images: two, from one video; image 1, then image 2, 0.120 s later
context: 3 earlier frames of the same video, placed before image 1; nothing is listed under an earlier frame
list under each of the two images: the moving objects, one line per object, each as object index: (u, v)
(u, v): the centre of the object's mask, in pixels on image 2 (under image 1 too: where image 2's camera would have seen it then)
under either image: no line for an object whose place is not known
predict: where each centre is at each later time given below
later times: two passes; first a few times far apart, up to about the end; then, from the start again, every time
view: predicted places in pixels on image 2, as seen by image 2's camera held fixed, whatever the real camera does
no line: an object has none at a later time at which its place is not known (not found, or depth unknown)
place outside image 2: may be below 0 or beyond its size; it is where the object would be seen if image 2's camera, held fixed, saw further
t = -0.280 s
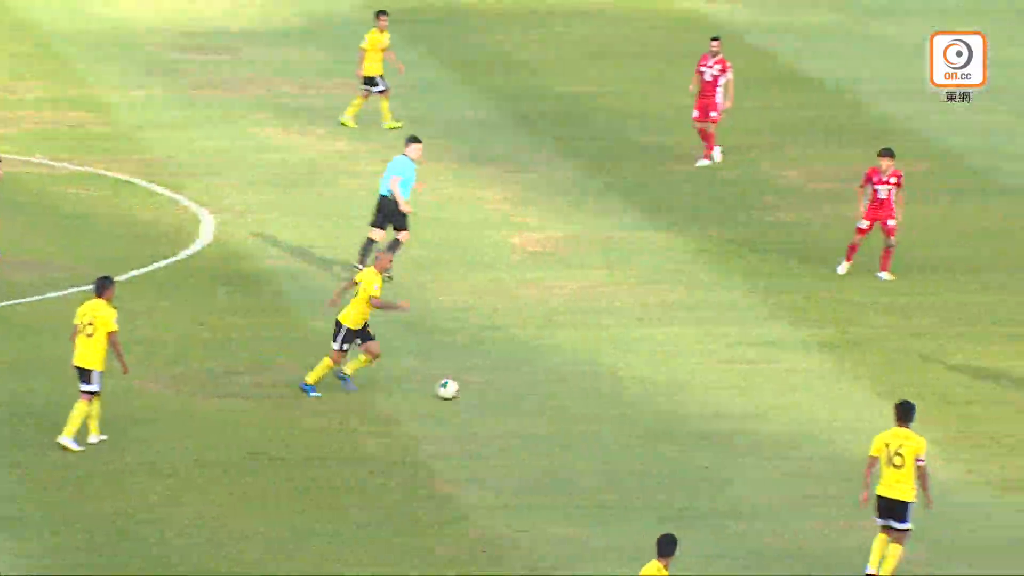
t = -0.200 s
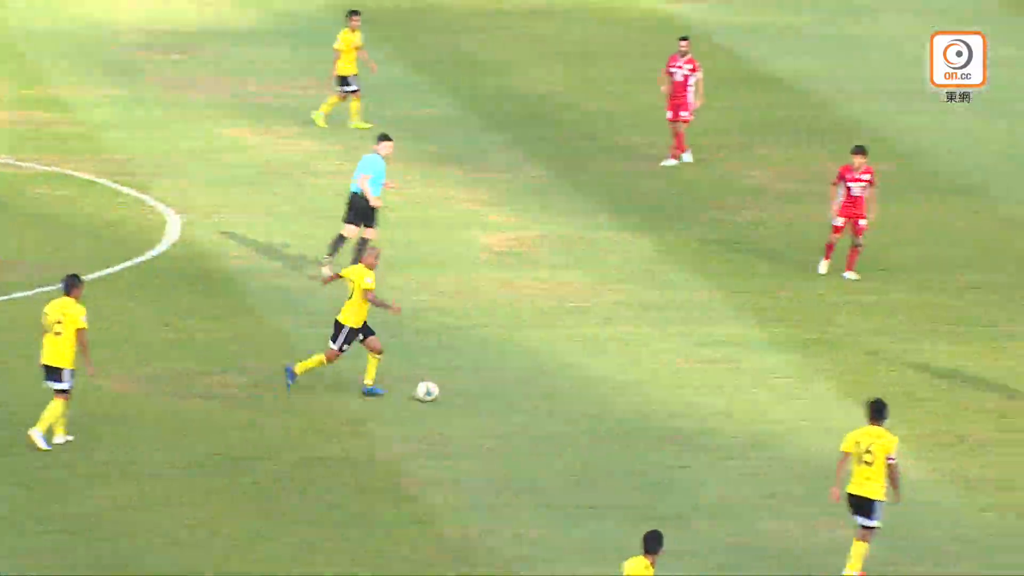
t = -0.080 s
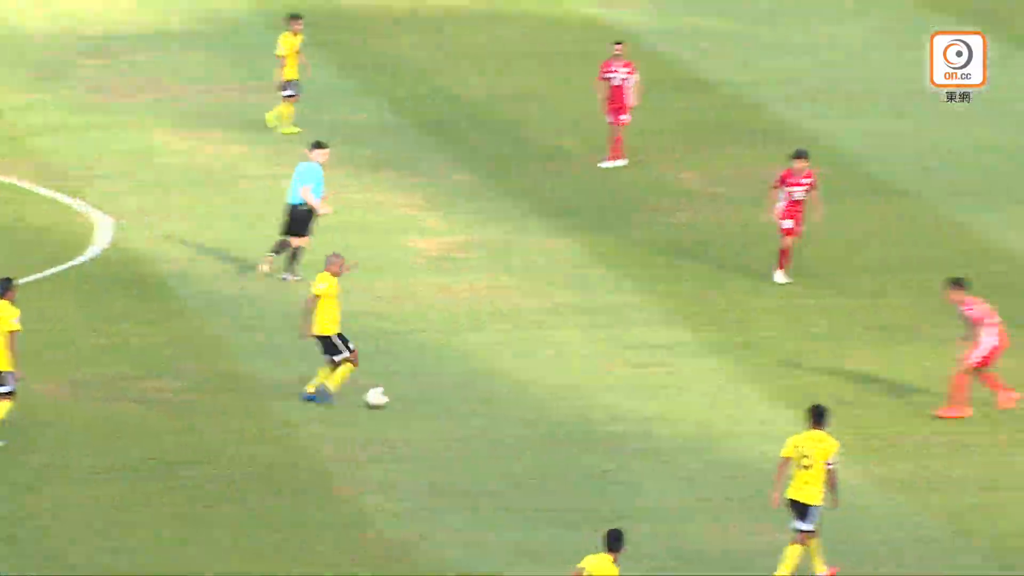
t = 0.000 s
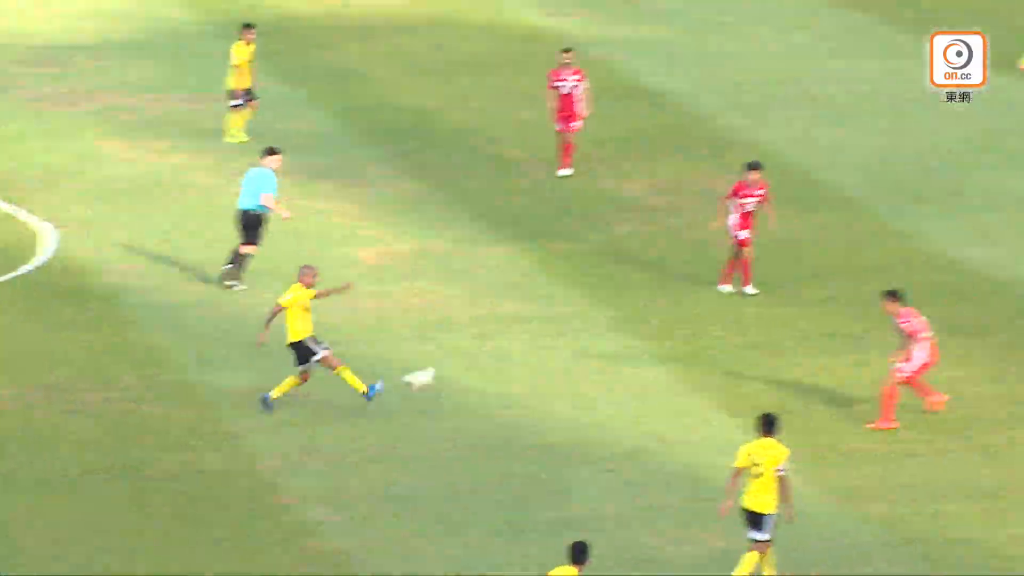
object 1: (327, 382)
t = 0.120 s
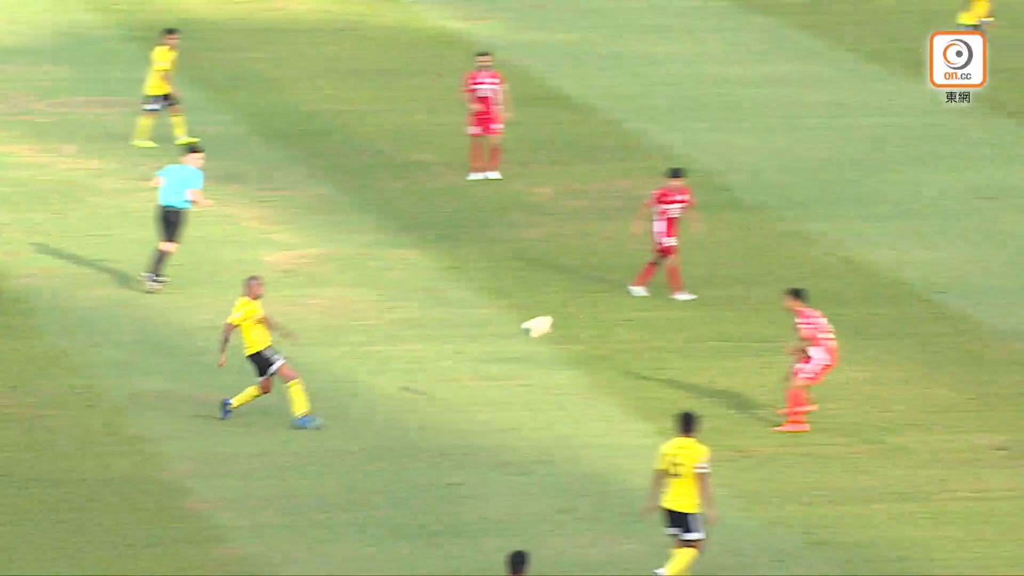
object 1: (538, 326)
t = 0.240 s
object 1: (733, 280)
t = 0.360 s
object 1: (924, 242)
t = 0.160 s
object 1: (605, 310)
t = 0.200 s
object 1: (667, 295)
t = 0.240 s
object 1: (733, 280)
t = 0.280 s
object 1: (797, 266)
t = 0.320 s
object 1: (860, 254)
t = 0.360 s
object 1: (924, 242)
